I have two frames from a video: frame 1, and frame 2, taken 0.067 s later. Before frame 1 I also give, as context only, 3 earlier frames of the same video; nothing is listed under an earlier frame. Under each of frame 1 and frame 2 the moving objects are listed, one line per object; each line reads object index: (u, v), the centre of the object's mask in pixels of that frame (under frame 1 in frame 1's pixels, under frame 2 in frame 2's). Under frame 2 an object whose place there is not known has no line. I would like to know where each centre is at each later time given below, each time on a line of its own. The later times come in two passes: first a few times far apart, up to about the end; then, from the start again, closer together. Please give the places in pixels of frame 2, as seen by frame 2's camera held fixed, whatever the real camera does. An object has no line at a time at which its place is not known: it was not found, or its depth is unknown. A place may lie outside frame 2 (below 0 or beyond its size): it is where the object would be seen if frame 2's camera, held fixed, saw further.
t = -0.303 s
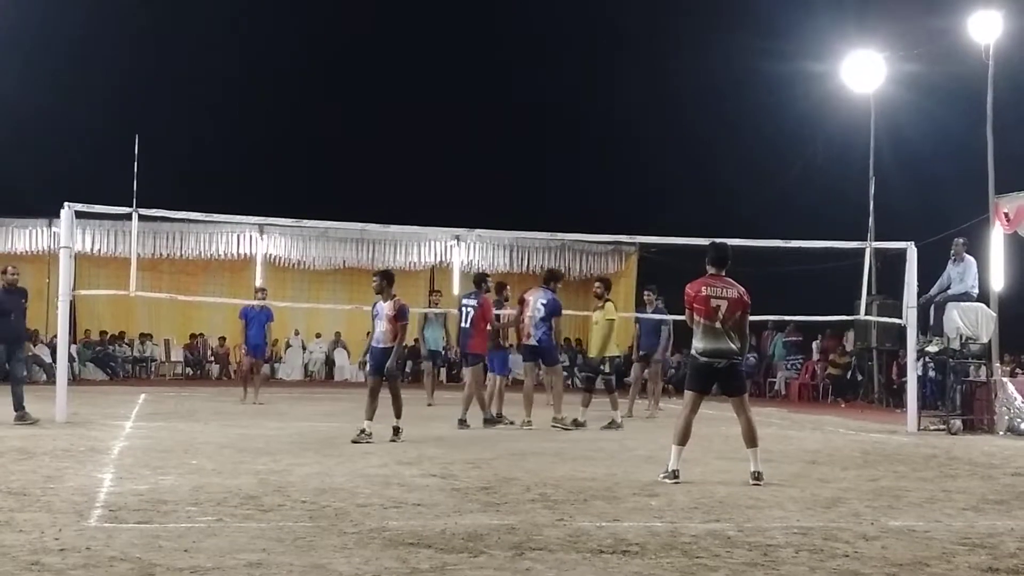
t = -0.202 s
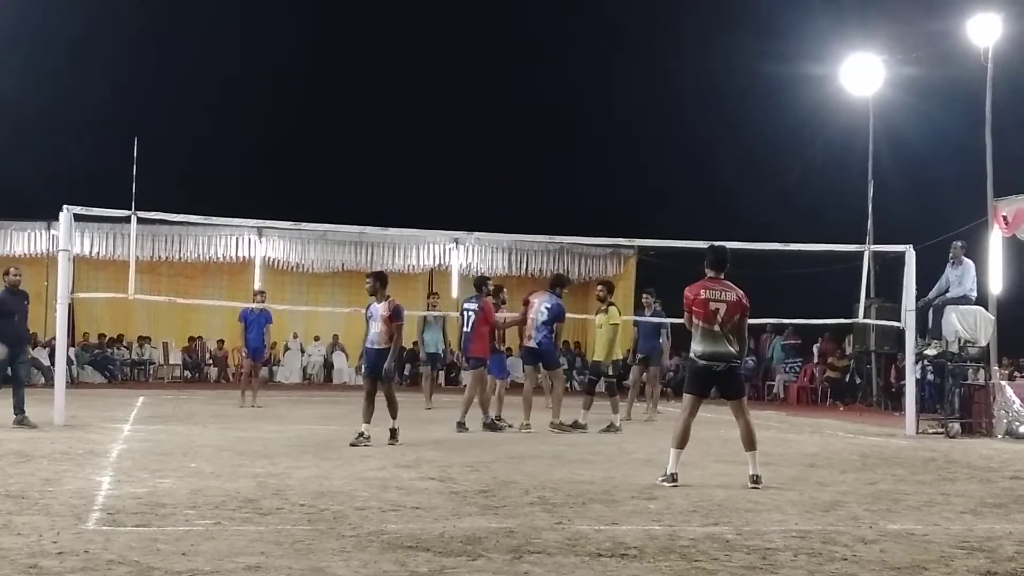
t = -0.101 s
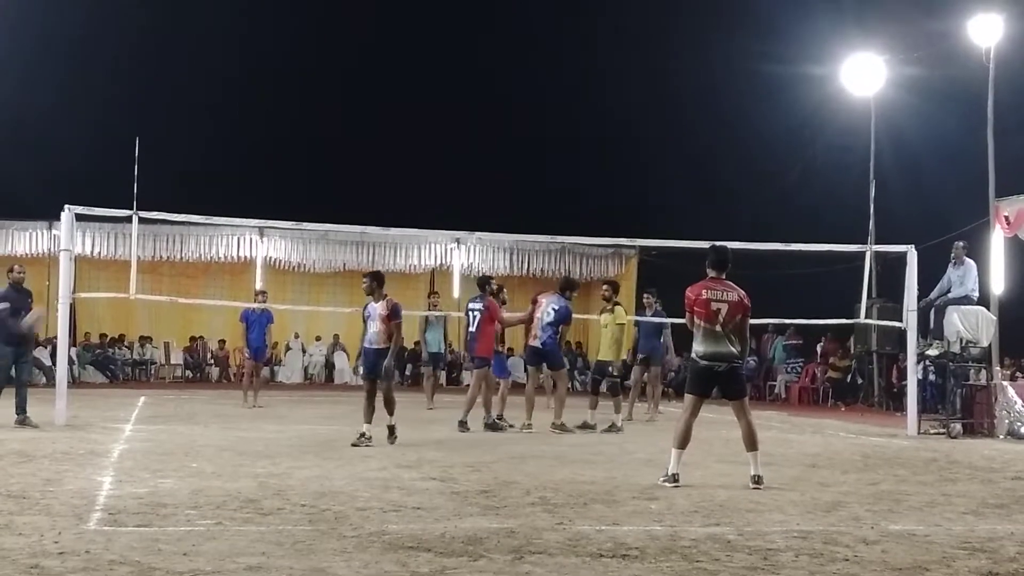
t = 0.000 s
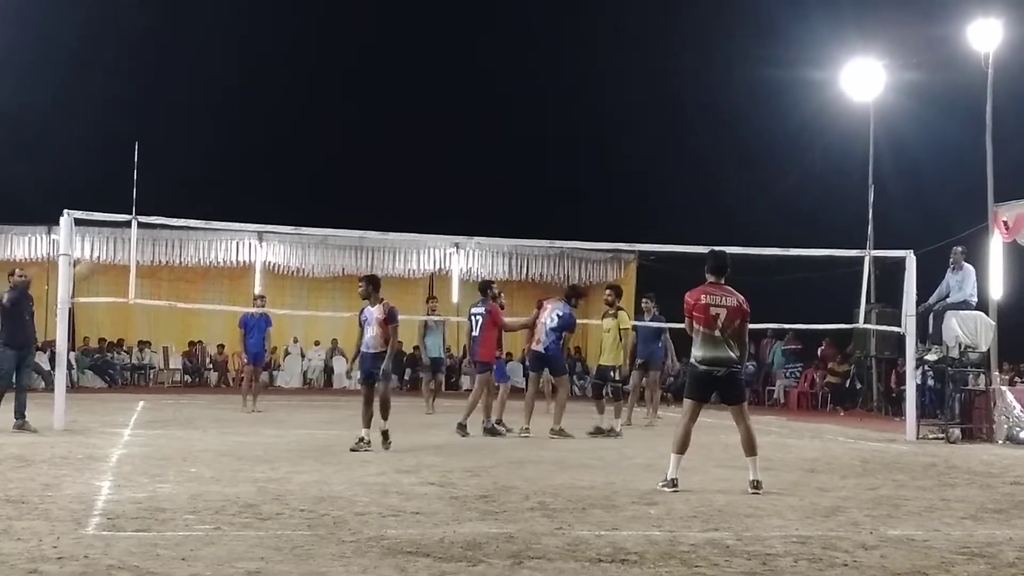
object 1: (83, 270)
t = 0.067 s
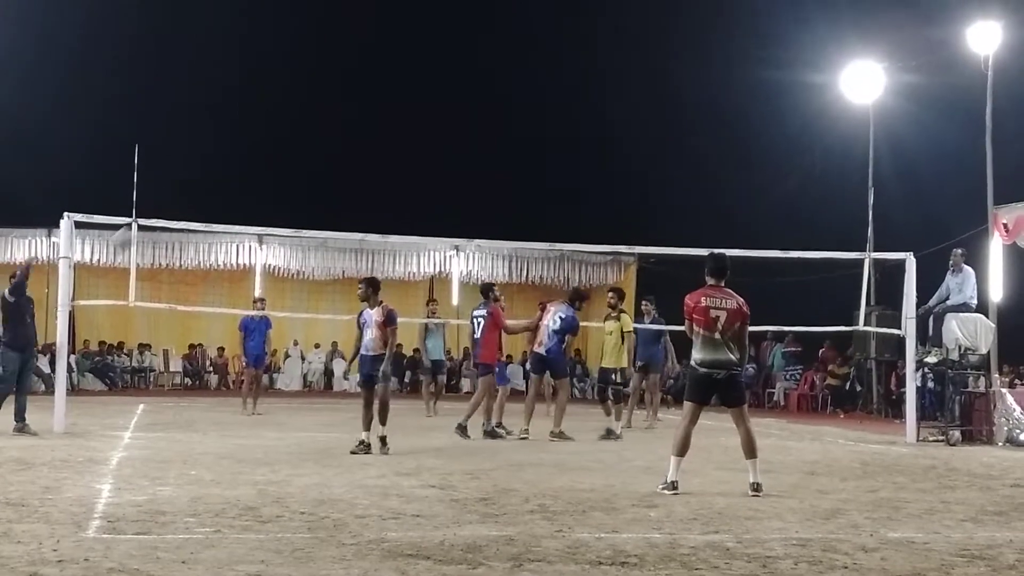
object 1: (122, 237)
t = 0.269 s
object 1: (234, 167)
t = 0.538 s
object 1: (393, 130)
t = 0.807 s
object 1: (569, 172)
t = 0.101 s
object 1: (142, 222)
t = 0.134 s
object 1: (161, 209)
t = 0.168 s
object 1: (178, 199)
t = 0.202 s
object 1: (196, 188)
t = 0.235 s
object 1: (216, 177)
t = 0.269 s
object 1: (234, 167)
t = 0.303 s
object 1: (253, 159)
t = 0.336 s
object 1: (273, 151)
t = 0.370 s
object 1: (292, 145)
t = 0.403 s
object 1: (312, 139)
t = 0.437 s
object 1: (332, 135)
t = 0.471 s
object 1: (352, 132)
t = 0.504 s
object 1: (373, 131)
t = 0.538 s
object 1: (393, 130)
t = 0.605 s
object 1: (435, 132)
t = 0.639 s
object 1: (457, 135)
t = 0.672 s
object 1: (479, 140)
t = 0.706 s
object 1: (501, 146)
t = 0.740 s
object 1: (523, 153)
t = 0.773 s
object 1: (546, 162)
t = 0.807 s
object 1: (569, 172)
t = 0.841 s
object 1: (591, 184)
